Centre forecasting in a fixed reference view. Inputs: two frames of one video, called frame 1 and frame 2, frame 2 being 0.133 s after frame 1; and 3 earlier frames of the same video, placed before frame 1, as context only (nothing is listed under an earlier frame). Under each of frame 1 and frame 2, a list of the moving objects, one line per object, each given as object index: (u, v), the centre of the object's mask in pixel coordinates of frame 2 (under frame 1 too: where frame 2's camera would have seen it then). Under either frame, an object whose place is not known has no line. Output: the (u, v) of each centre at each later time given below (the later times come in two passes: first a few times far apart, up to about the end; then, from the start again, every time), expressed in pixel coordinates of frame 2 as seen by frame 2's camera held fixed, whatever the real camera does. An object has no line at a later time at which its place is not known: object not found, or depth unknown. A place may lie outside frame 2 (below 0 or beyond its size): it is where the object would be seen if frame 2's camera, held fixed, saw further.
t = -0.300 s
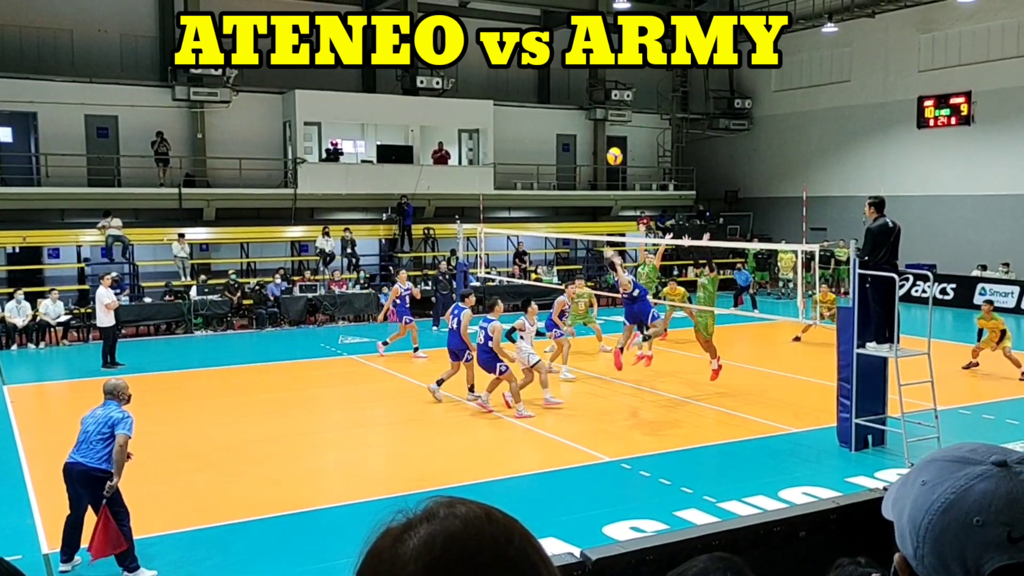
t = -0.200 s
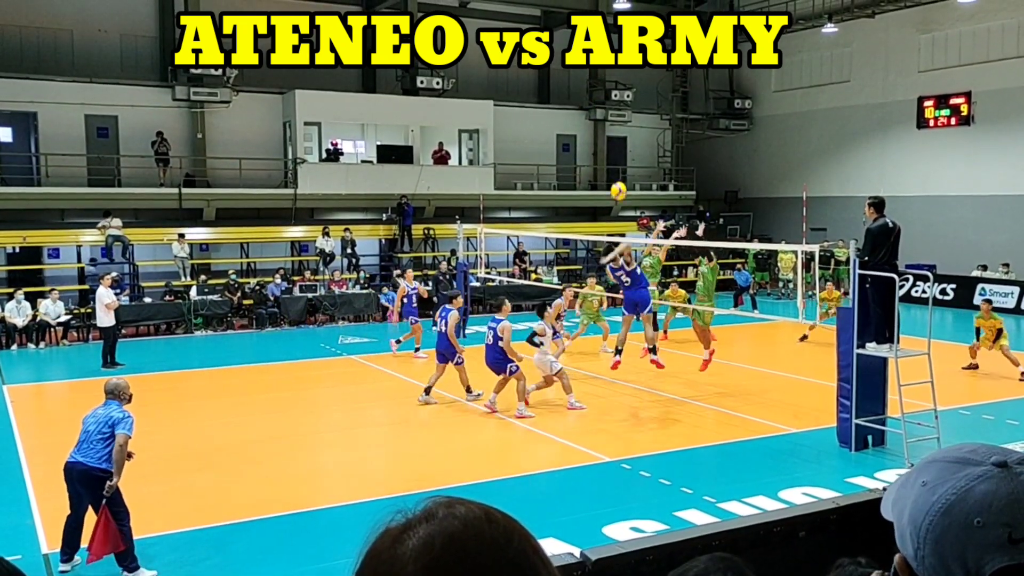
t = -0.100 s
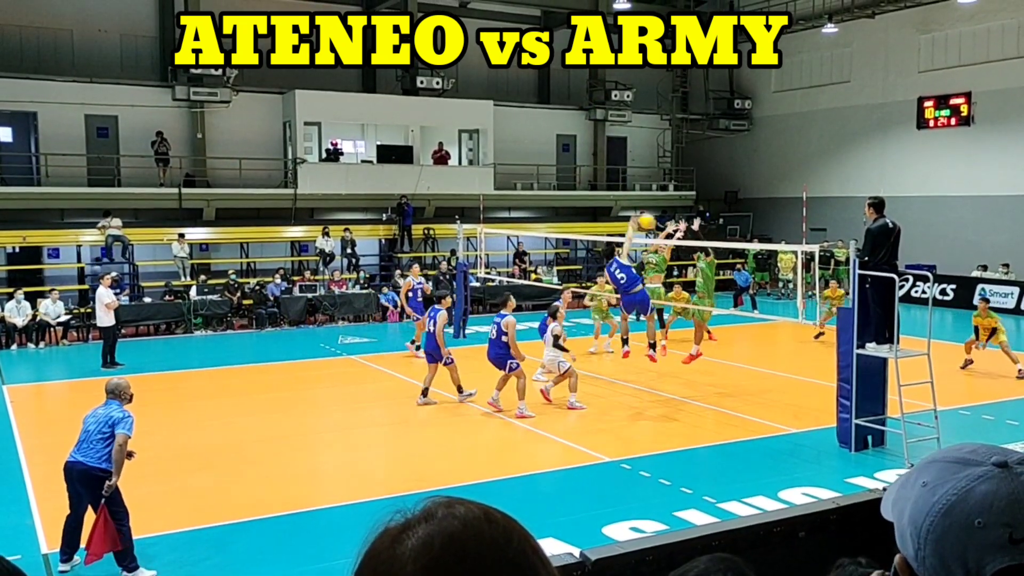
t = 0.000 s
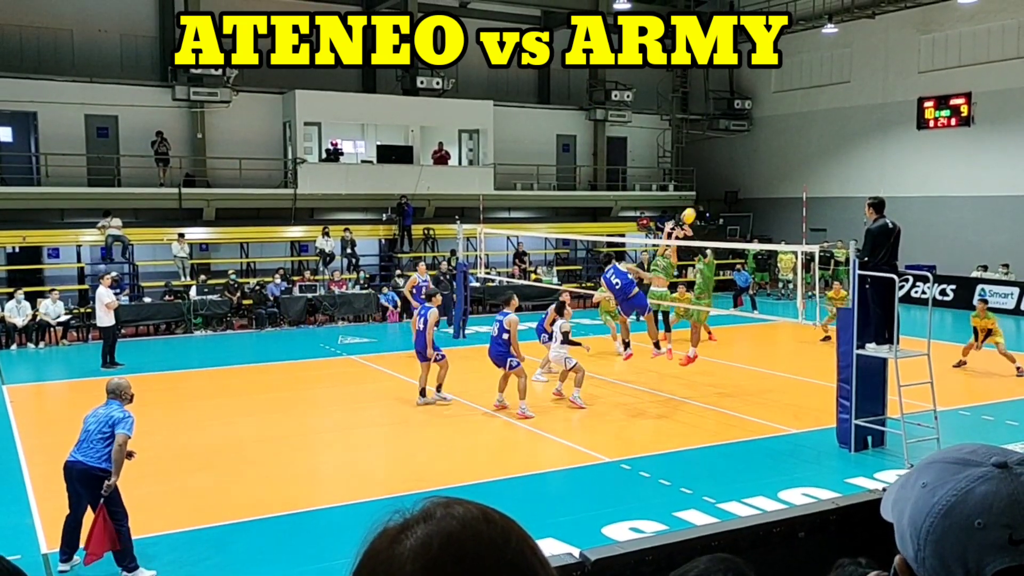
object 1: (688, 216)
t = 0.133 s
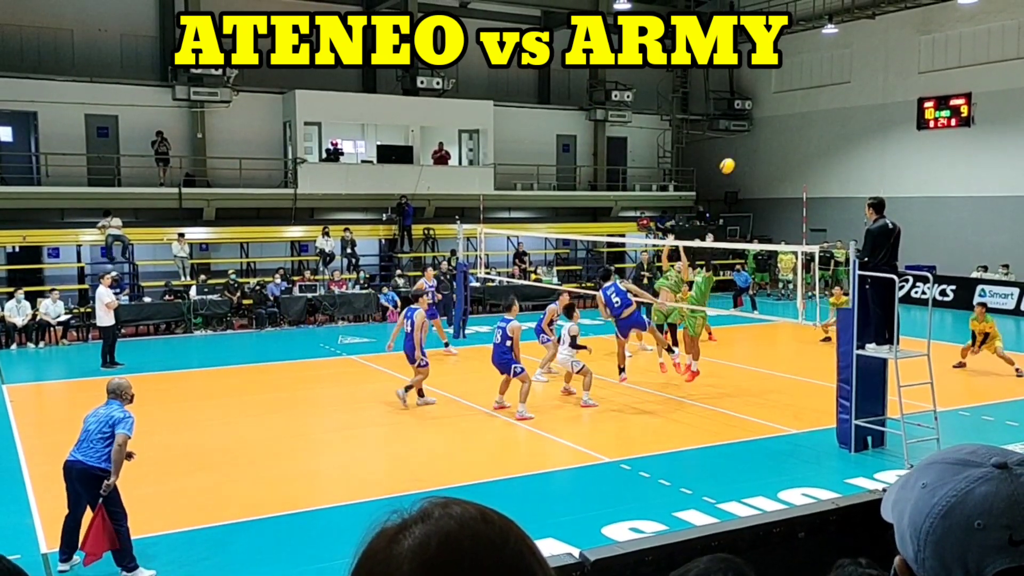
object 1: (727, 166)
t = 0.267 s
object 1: (764, 127)
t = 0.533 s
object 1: (832, 84)
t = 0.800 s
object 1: (893, 84)
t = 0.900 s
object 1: (914, 94)
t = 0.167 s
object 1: (737, 155)
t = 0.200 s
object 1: (746, 145)
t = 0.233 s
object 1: (755, 136)
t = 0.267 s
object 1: (764, 127)
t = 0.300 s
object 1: (773, 119)
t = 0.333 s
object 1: (782, 112)
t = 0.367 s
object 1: (790, 106)
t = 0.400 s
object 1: (799, 100)
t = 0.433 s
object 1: (808, 95)
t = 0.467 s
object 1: (816, 91)
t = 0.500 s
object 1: (824, 87)
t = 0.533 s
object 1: (832, 84)
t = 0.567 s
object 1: (840, 82)
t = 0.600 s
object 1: (849, 80)
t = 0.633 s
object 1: (856, 79)
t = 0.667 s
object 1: (864, 79)
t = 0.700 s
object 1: (871, 79)
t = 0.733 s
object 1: (879, 80)
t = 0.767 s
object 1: (887, 82)
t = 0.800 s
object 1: (893, 84)
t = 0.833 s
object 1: (901, 87)
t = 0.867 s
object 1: (907, 90)
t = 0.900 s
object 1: (914, 94)
